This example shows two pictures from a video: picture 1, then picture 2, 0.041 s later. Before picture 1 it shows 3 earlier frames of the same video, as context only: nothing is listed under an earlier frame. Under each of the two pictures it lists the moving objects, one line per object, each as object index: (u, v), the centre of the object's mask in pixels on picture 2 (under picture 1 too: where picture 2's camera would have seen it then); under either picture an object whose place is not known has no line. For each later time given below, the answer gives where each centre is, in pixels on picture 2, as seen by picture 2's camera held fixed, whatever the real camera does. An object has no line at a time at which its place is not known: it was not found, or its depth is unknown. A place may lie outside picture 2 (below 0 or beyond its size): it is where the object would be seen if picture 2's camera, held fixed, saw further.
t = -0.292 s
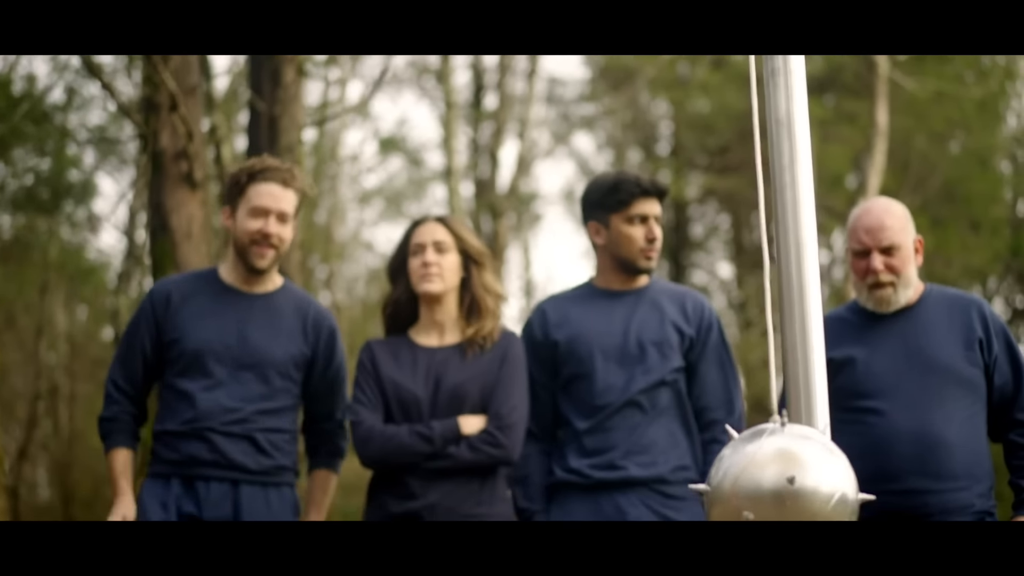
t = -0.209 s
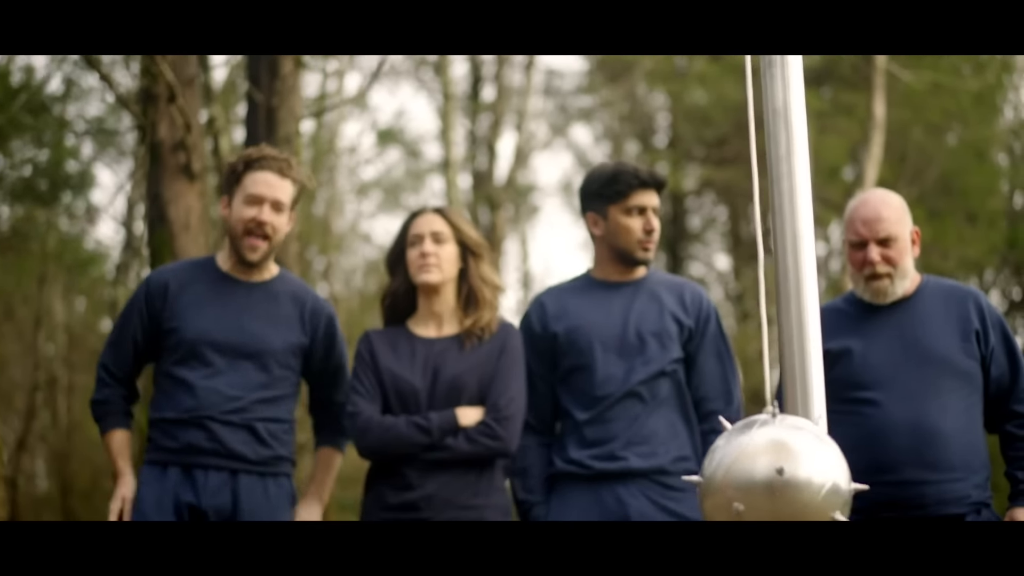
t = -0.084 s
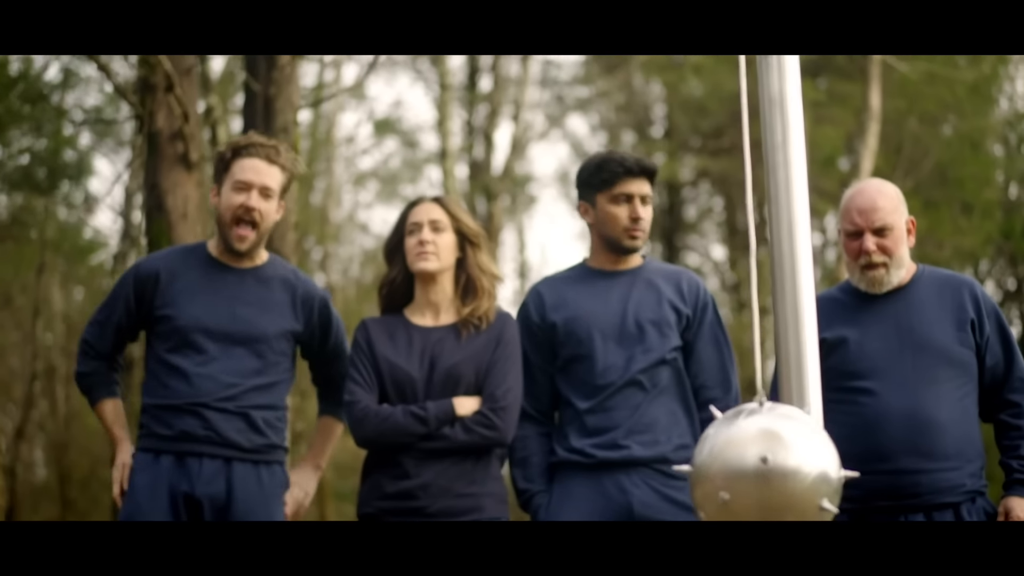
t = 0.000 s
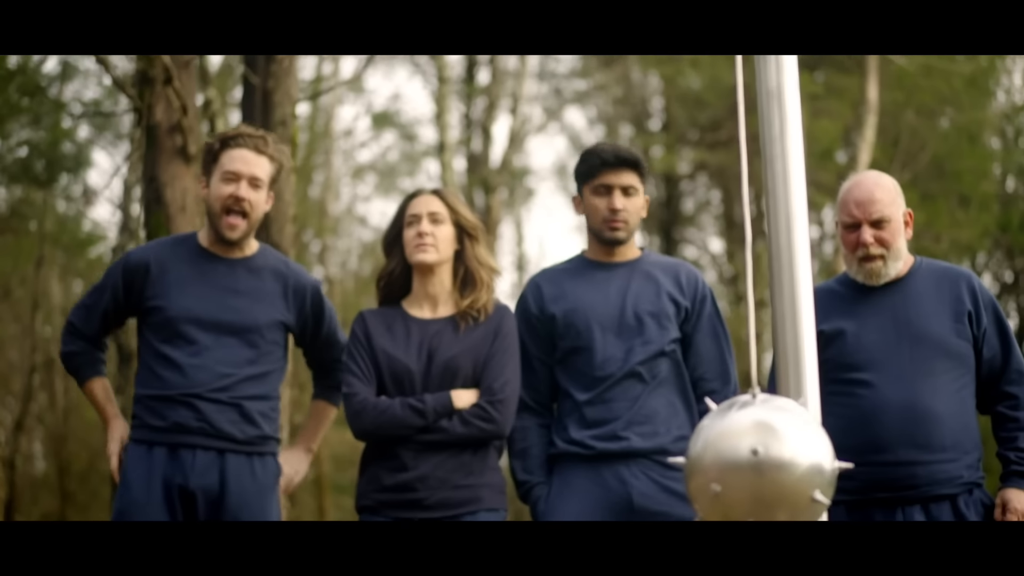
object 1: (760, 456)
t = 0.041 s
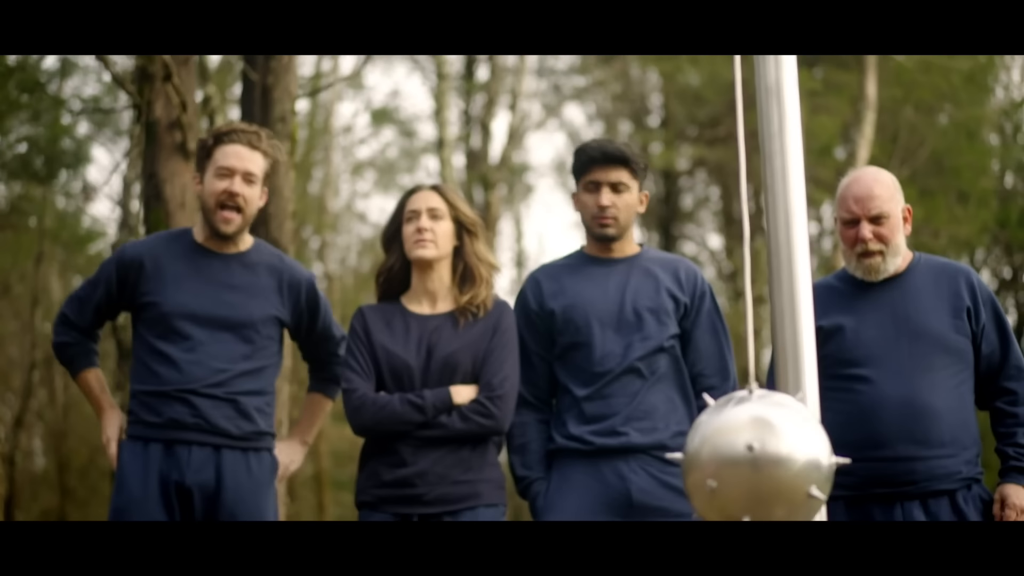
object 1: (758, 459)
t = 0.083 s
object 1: (756, 461)
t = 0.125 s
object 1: (755, 464)
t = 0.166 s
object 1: (753, 466)
